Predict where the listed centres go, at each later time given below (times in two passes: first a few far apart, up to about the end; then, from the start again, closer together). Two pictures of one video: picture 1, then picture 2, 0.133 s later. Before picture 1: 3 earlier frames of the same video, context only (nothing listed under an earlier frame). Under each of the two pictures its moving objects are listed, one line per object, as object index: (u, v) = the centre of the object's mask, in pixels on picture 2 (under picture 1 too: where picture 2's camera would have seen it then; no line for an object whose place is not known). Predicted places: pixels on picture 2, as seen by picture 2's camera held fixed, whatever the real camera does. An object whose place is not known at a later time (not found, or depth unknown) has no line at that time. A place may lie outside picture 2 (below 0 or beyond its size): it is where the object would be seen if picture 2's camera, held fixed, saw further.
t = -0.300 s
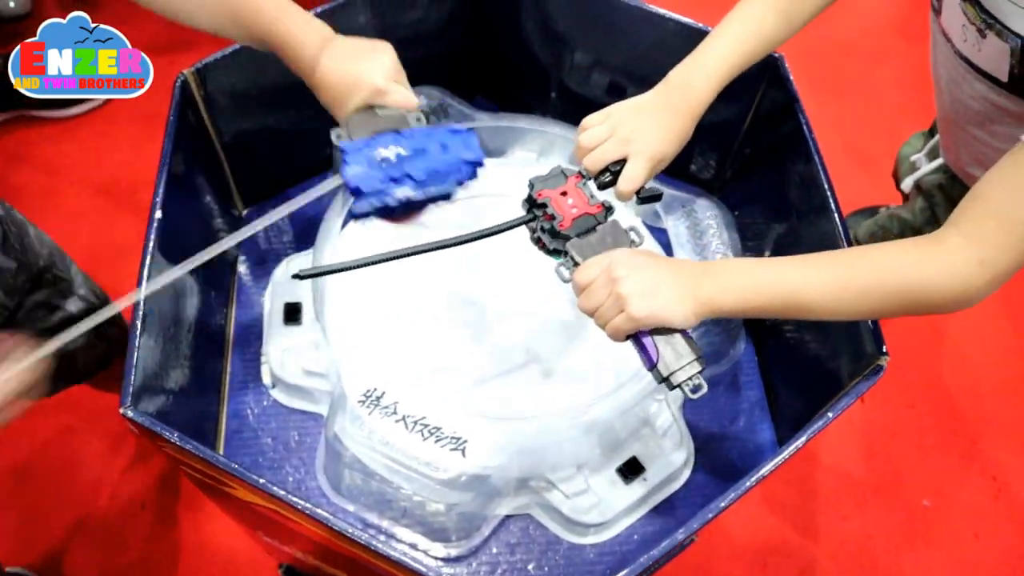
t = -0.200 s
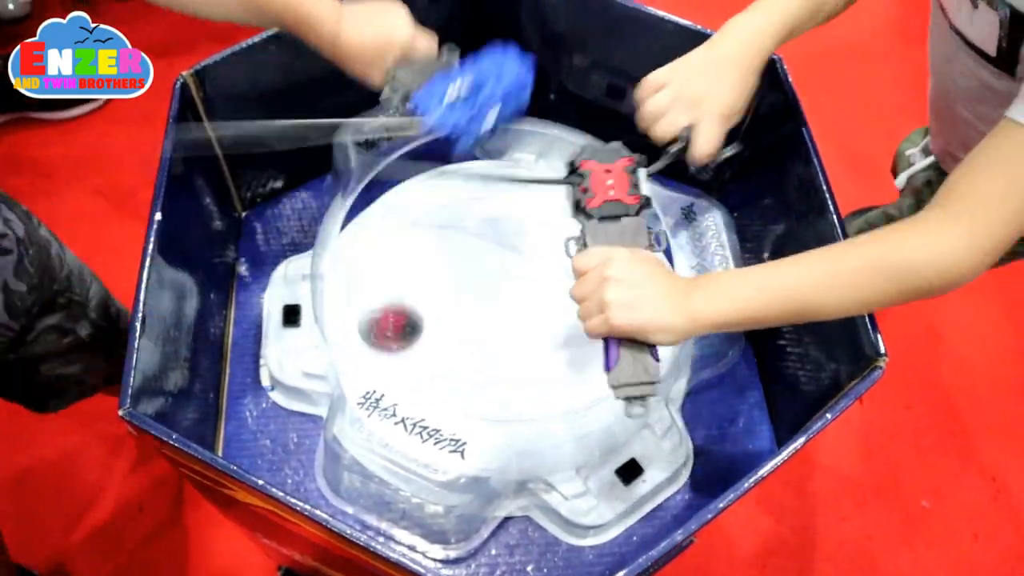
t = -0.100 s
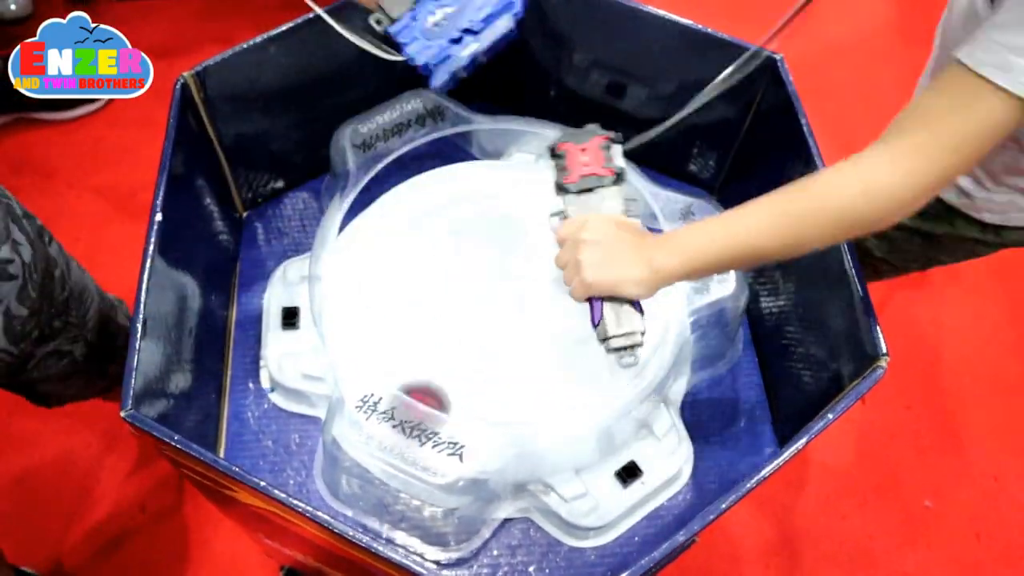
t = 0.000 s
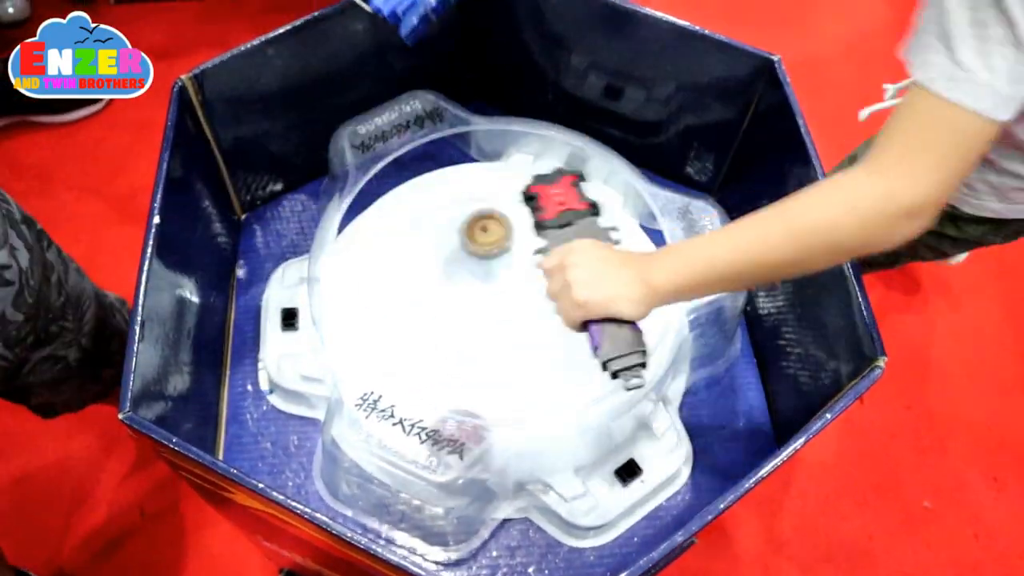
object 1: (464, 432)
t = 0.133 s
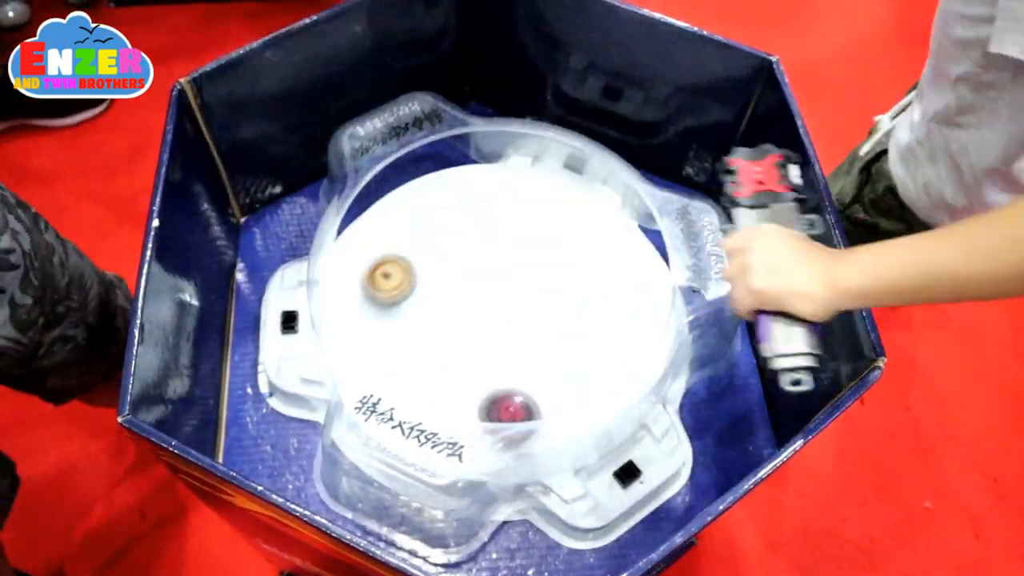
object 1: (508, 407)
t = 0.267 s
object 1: (528, 352)
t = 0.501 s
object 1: (522, 249)
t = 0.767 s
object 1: (528, 256)
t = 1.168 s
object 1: (457, 241)
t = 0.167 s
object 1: (517, 400)
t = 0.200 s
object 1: (523, 386)
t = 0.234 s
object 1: (526, 370)
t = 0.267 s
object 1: (528, 352)
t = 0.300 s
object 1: (528, 333)
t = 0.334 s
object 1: (528, 317)
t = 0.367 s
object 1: (527, 300)
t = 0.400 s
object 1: (526, 285)
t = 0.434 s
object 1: (525, 271)
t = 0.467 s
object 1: (524, 259)
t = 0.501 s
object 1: (522, 249)
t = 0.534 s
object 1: (520, 241)
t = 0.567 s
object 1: (520, 235)
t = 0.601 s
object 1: (520, 234)
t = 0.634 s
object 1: (520, 234)
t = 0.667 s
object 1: (522, 236)
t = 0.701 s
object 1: (523, 241)
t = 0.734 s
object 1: (525, 247)
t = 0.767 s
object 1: (528, 256)
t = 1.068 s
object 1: (471, 244)
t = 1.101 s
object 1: (465, 242)
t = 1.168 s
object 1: (457, 241)
